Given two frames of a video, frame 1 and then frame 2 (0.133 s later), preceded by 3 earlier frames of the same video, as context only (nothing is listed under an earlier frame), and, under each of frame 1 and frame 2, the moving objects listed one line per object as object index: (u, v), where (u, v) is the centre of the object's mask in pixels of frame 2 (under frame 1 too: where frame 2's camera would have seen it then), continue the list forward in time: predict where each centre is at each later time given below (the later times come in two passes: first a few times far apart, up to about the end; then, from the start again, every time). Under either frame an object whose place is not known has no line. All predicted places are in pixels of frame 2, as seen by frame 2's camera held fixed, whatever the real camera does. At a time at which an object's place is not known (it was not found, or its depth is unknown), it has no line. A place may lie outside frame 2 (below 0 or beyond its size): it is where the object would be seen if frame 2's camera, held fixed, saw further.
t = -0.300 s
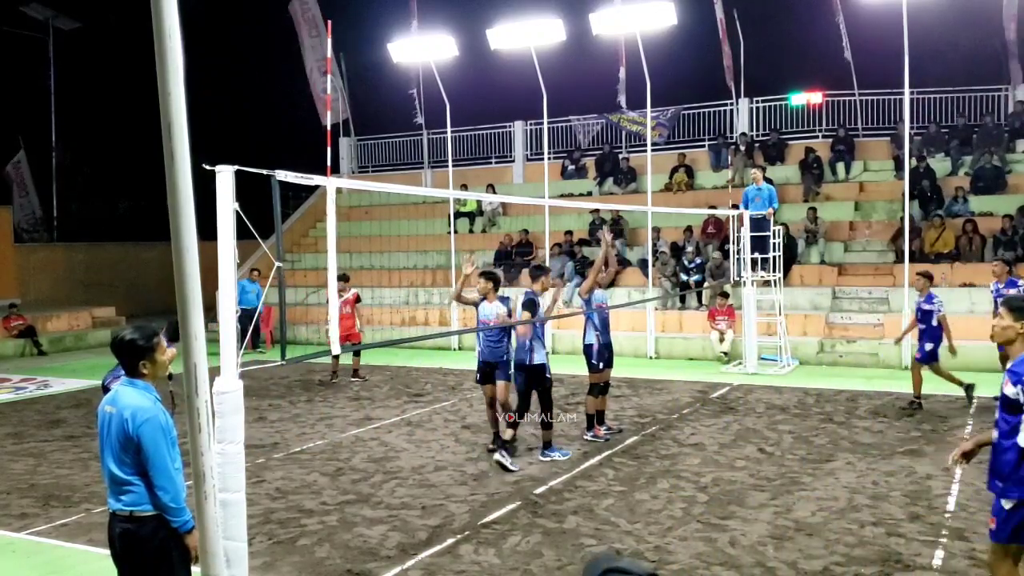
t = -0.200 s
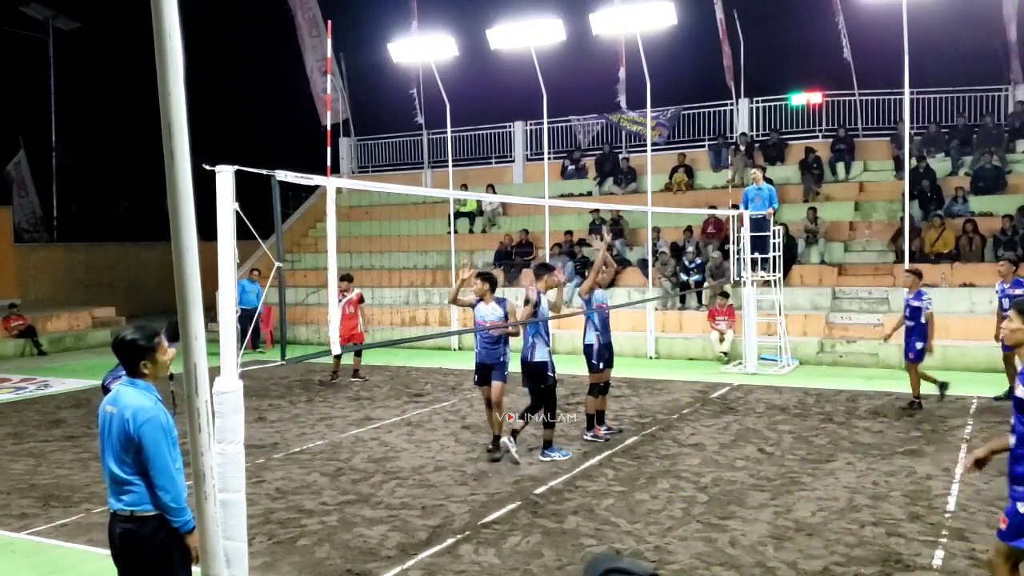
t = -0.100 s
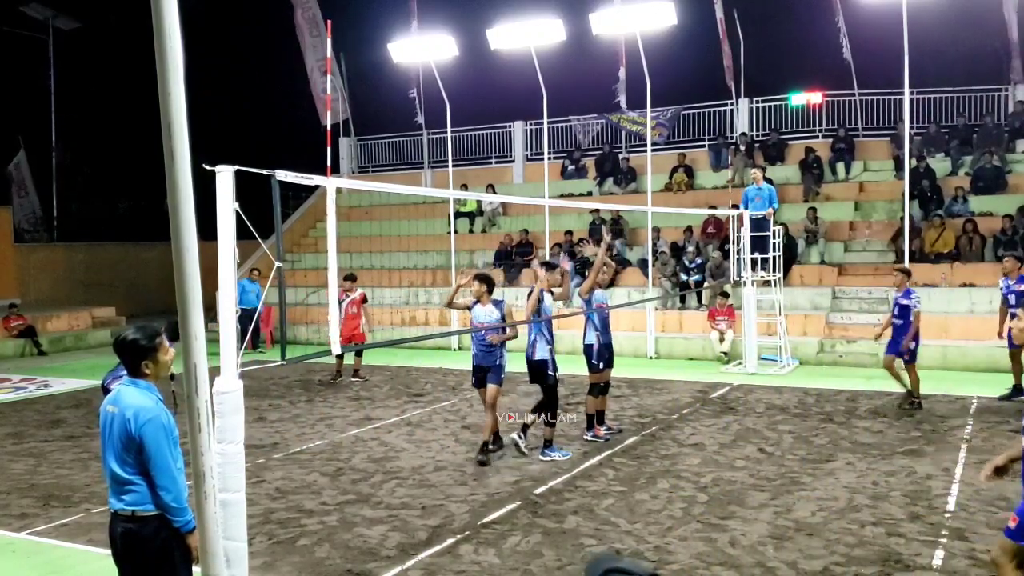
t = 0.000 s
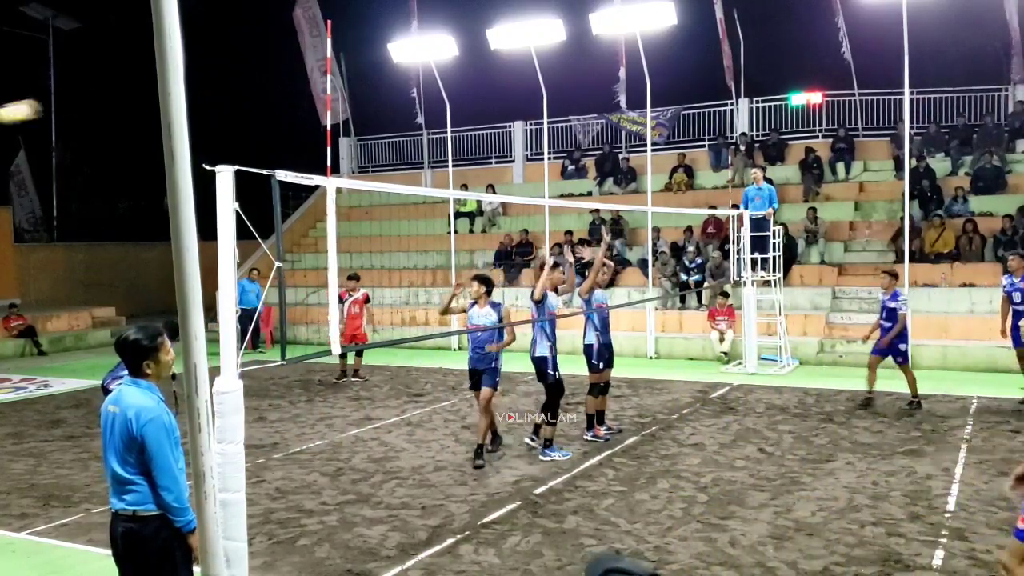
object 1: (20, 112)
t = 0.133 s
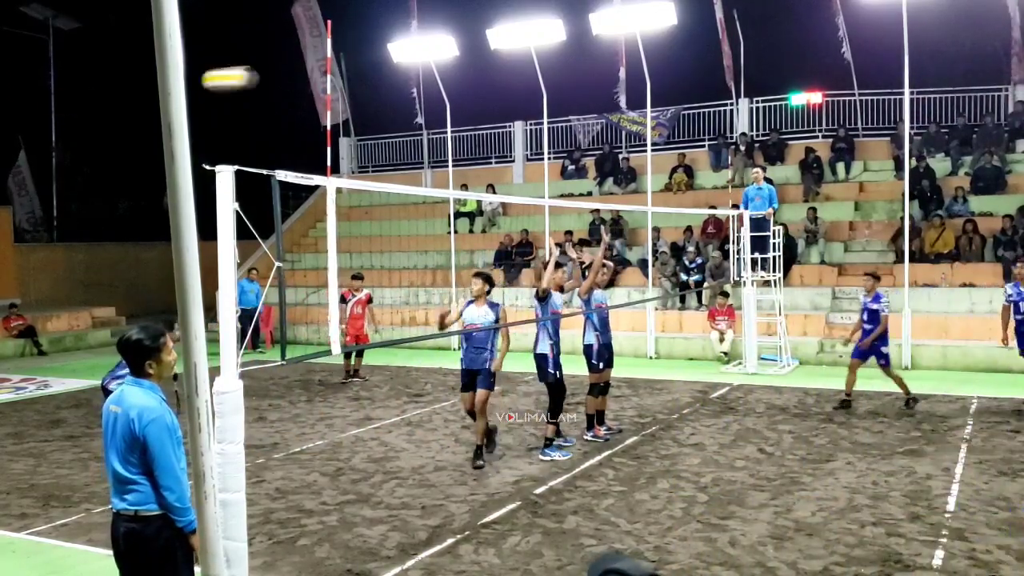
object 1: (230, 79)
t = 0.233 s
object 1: (412, 73)
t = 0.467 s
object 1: (989, 122)
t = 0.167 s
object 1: (287, 74)
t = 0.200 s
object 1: (352, 71)
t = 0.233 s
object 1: (412, 73)
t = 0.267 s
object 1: (485, 71)
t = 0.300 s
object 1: (557, 73)
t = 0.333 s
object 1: (634, 77)
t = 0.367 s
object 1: (717, 84)
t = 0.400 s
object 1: (802, 92)
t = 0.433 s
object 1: (894, 105)
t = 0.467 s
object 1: (989, 122)
